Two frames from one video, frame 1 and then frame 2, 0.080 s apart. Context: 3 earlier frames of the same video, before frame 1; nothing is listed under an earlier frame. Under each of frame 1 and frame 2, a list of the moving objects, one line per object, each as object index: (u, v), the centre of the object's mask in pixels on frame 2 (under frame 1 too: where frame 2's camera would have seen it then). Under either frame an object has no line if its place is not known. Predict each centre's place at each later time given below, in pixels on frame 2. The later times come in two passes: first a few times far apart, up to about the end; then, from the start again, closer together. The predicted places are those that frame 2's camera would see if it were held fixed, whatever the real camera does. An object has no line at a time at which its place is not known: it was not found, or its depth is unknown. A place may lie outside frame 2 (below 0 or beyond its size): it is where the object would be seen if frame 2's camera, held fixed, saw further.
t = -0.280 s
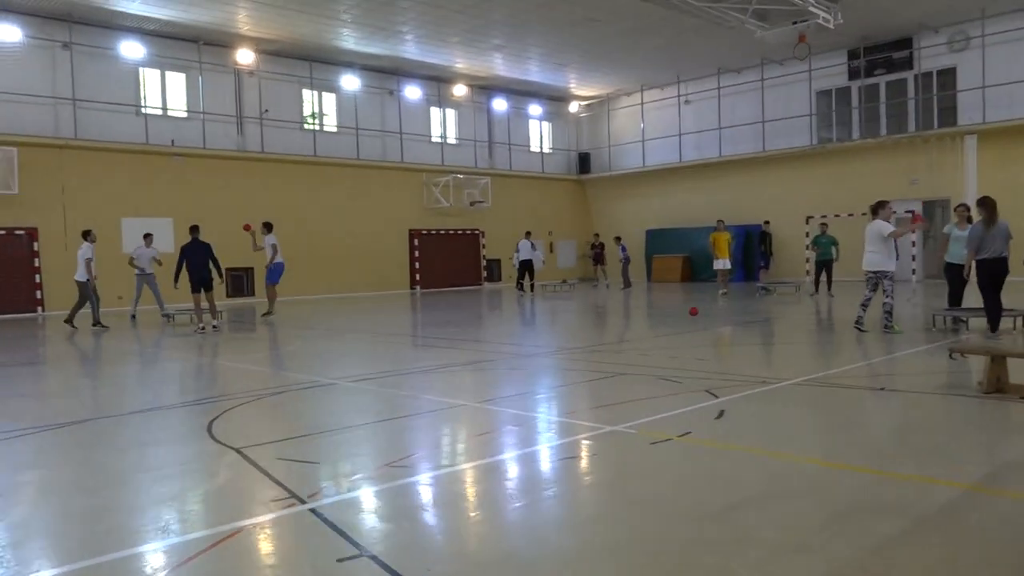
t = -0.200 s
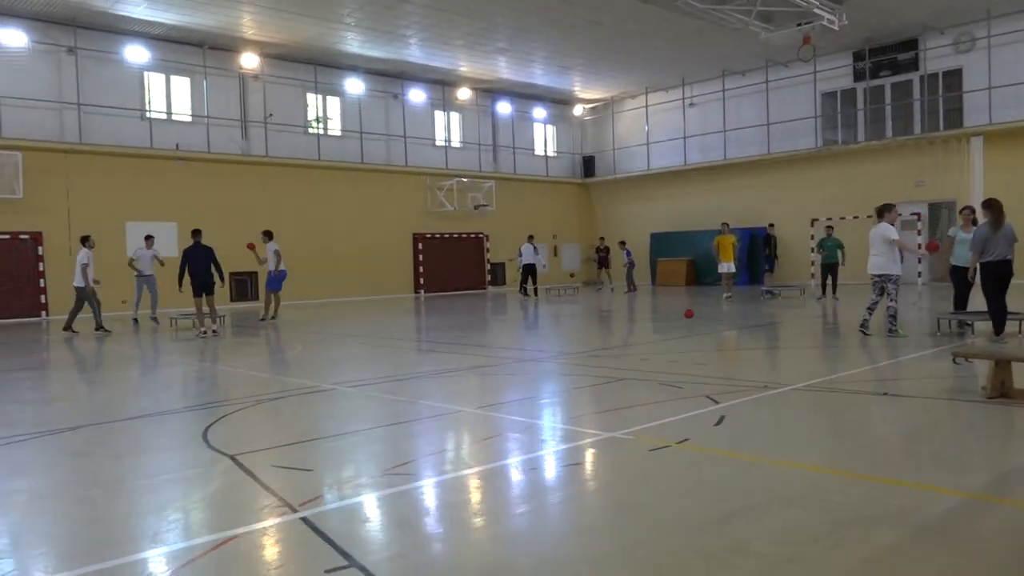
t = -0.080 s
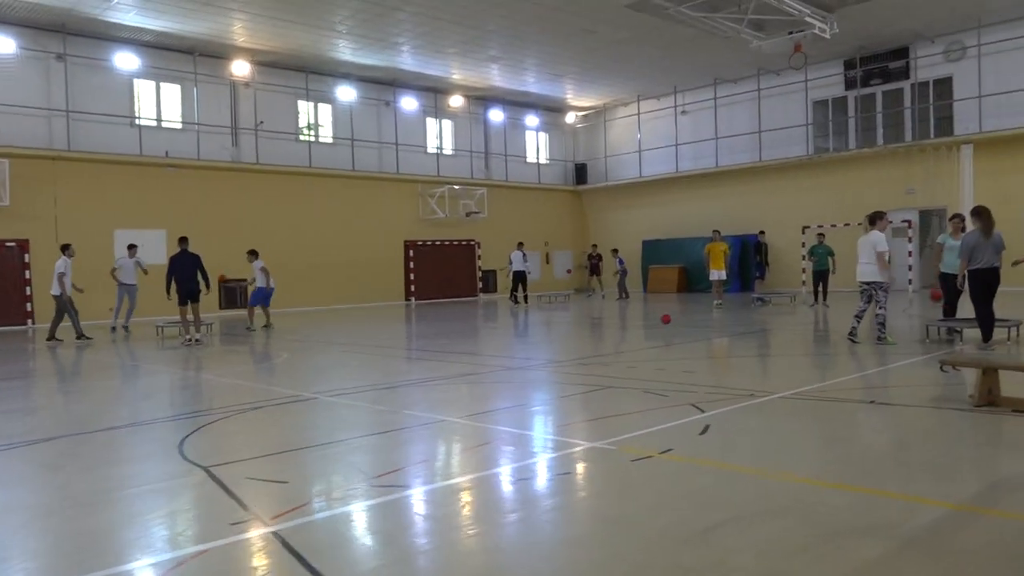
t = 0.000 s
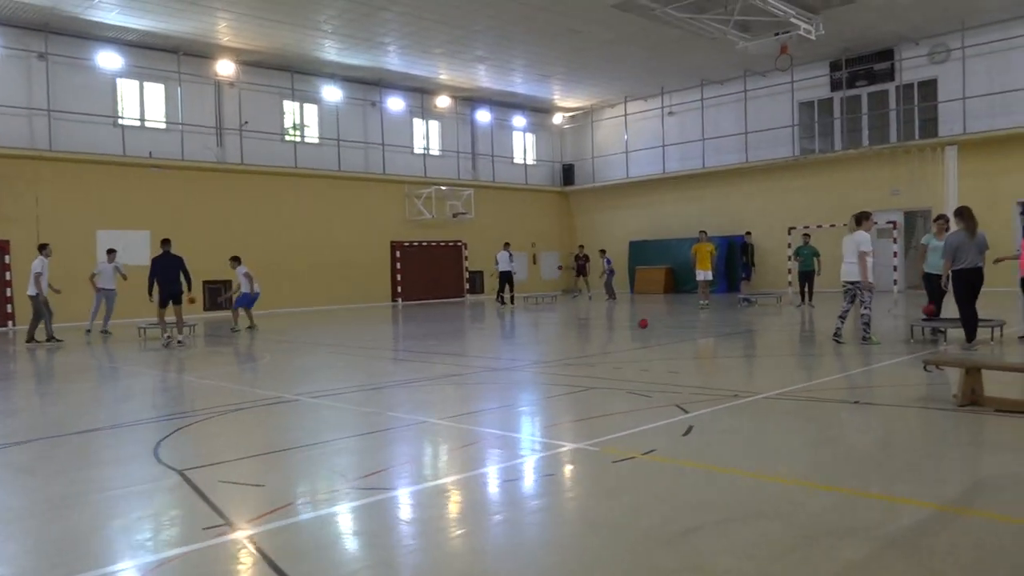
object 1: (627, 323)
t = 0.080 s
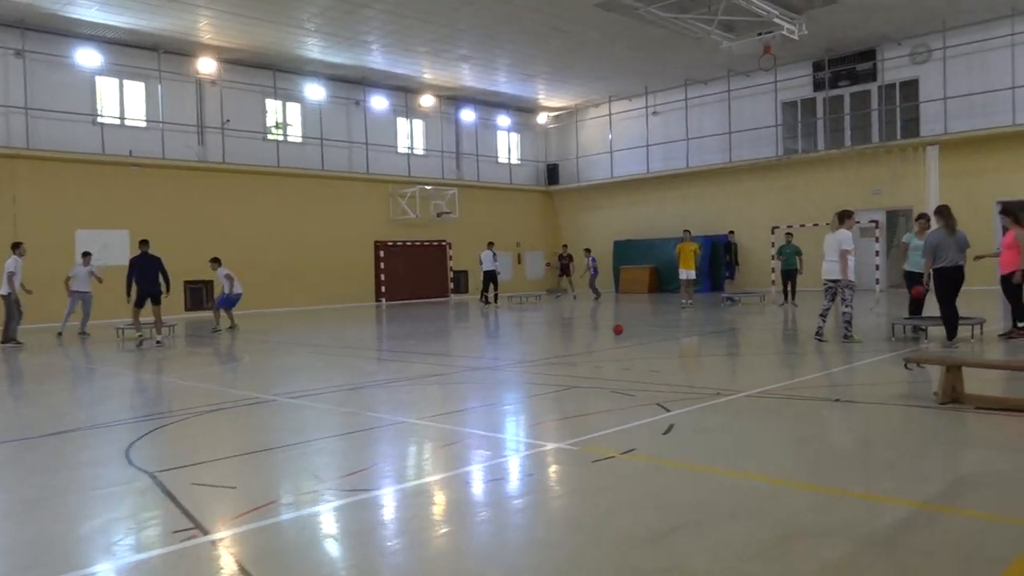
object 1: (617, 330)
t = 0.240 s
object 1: (596, 328)
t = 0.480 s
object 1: (562, 336)
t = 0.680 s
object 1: (535, 342)
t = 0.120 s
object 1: (612, 328)
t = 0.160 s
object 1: (607, 327)
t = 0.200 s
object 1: (602, 326)
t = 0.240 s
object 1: (596, 328)
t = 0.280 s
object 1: (590, 330)
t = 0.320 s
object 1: (585, 333)
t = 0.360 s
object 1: (579, 332)
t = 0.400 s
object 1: (573, 332)
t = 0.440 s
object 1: (567, 333)
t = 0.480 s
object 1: (562, 336)
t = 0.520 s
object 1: (557, 338)
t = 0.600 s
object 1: (547, 339)
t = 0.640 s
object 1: (541, 342)
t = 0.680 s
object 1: (535, 342)
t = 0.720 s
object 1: (529, 343)
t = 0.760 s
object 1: (524, 344)
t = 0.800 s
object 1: (516, 345)
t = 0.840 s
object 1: (509, 346)
